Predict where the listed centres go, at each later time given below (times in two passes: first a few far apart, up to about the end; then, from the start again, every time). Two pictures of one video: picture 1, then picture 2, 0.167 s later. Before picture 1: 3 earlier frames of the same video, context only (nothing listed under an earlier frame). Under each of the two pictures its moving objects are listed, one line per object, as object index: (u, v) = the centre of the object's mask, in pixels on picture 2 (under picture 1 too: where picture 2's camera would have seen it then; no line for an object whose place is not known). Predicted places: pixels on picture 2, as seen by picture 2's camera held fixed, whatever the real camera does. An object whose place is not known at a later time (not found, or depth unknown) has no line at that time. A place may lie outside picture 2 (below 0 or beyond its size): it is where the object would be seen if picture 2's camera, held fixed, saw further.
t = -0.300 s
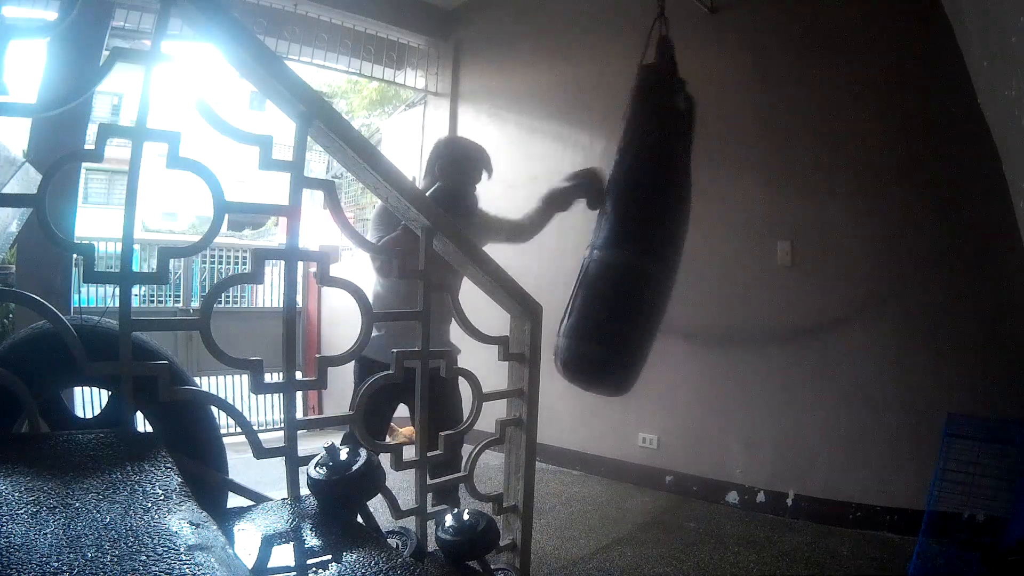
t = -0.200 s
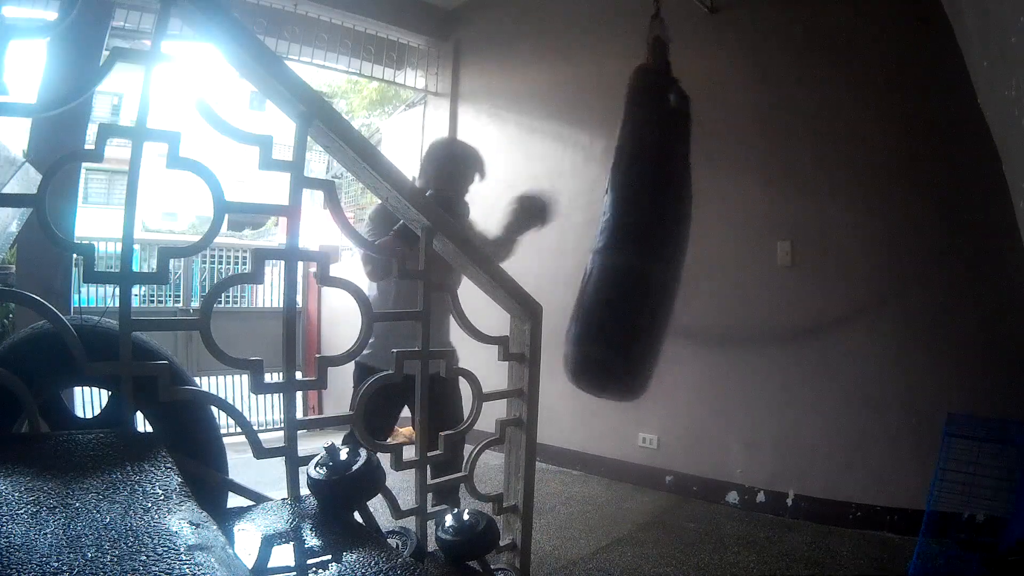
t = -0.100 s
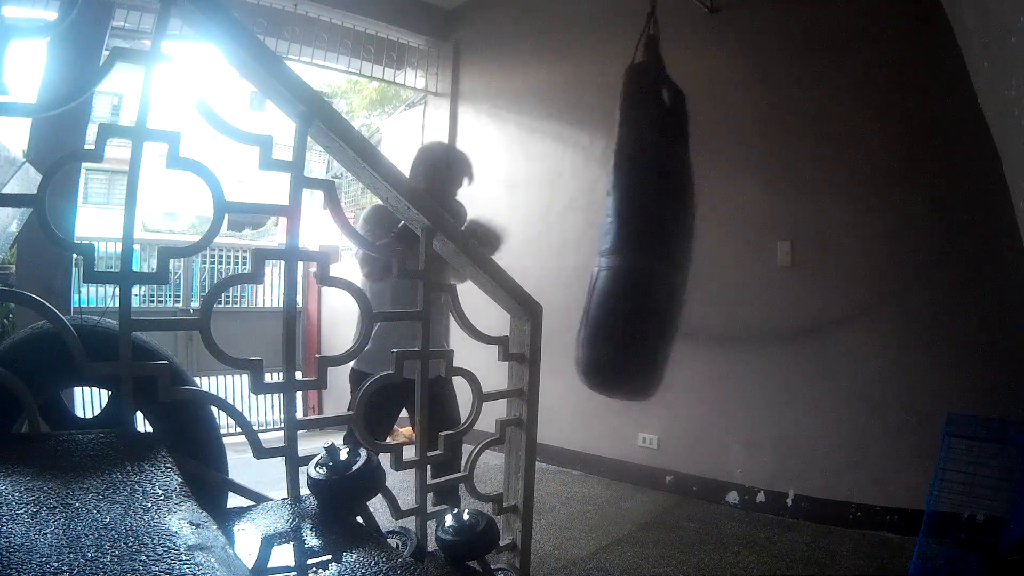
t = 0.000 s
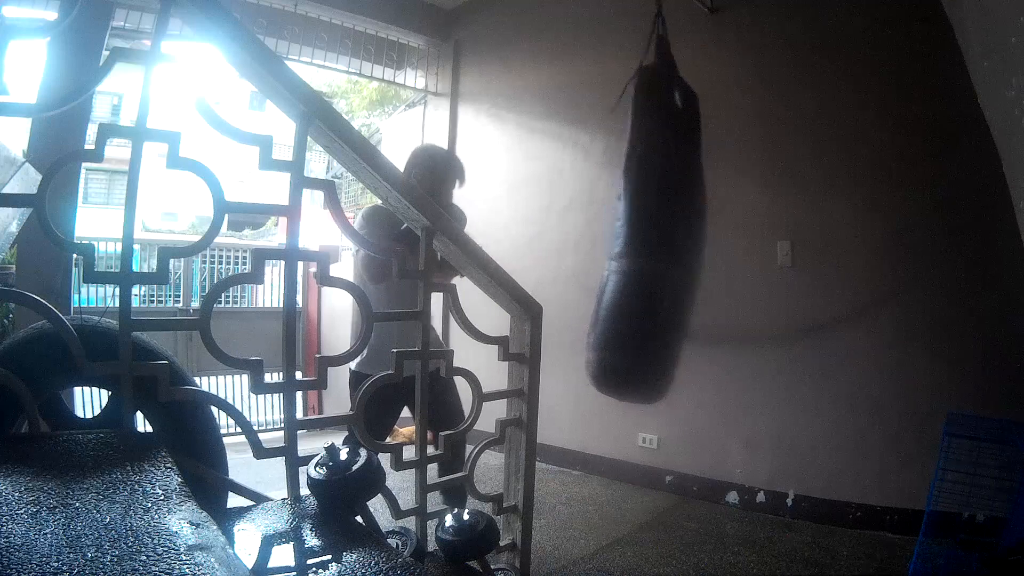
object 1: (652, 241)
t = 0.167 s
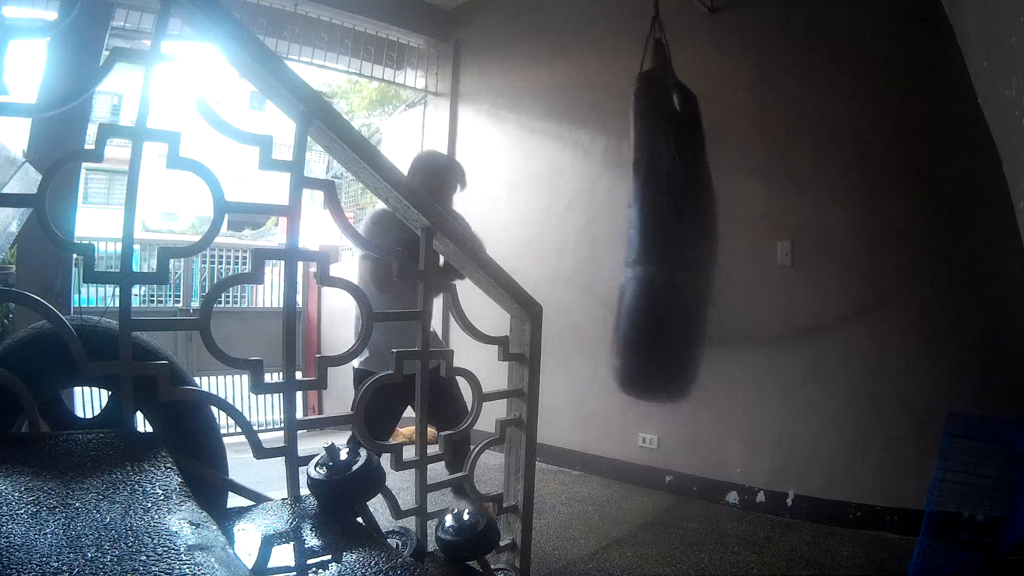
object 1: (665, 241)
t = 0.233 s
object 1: (672, 240)
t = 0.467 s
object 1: (688, 237)
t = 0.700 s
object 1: (694, 234)
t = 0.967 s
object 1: (690, 231)
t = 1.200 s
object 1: (676, 232)
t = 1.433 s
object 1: (659, 235)
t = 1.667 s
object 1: (640, 237)
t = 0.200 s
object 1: (669, 241)
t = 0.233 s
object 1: (672, 240)
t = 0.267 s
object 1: (675, 239)
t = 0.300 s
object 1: (678, 238)
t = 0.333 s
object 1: (680, 238)
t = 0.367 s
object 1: (682, 239)
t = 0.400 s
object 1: (684, 239)
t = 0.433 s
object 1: (686, 238)
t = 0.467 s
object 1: (688, 237)
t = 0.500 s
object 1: (690, 236)
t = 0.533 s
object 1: (691, 235)
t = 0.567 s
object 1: (692, 235)
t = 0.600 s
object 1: (693, 236)
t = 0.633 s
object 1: (693, 235)
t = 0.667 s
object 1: (693, 234)
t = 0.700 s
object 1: (694, 234)
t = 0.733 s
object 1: (695, 234)
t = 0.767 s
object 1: (694, 234)
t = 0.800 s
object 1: (694, 232)
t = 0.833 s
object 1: (693, 232)
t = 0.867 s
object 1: (692, 231)
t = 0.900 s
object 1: (691, 231)
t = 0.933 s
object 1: (690, 231)
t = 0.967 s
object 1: (690, 231)
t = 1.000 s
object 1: (688, 231)
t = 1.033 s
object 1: (686, 231)
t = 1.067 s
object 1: (685, 232)
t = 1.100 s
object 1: (682, 233)
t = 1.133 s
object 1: (681, 233)
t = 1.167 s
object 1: (678, 232)
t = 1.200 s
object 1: (676, 232)
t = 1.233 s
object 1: (674, 232)
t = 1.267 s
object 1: (672, 233)
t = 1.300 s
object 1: (669, 232)
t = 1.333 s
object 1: (667, 234)
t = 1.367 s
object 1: (664, 234)
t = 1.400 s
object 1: (662, 235)
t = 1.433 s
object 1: (659, 235)
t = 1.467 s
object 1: (657, 236)
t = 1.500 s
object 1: (654, 236)
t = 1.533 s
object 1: (652, 236)
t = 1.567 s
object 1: (649, 236)
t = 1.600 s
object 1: (646, 237)
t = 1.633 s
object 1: (642, 237)
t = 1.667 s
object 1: (640, 237)
